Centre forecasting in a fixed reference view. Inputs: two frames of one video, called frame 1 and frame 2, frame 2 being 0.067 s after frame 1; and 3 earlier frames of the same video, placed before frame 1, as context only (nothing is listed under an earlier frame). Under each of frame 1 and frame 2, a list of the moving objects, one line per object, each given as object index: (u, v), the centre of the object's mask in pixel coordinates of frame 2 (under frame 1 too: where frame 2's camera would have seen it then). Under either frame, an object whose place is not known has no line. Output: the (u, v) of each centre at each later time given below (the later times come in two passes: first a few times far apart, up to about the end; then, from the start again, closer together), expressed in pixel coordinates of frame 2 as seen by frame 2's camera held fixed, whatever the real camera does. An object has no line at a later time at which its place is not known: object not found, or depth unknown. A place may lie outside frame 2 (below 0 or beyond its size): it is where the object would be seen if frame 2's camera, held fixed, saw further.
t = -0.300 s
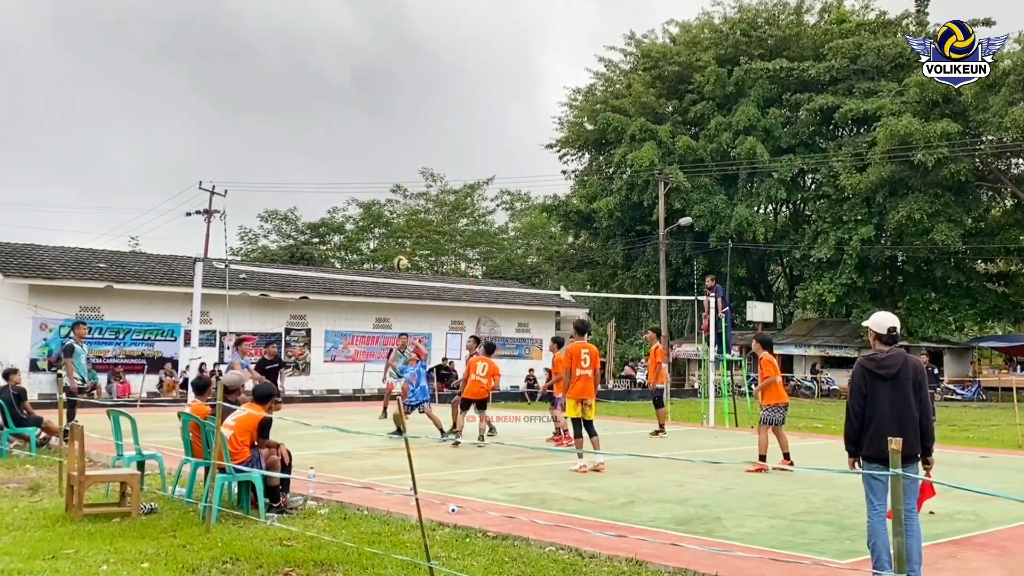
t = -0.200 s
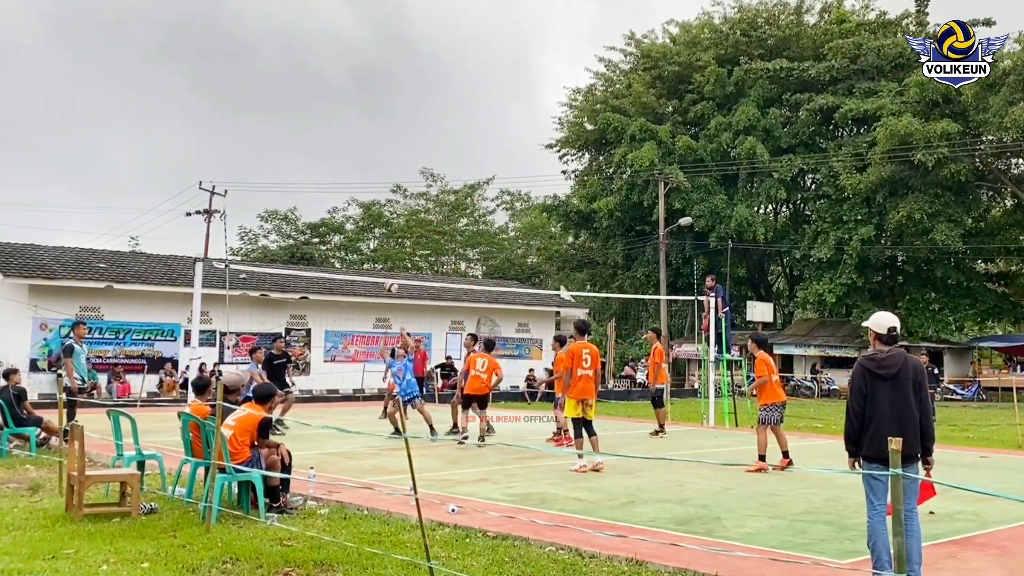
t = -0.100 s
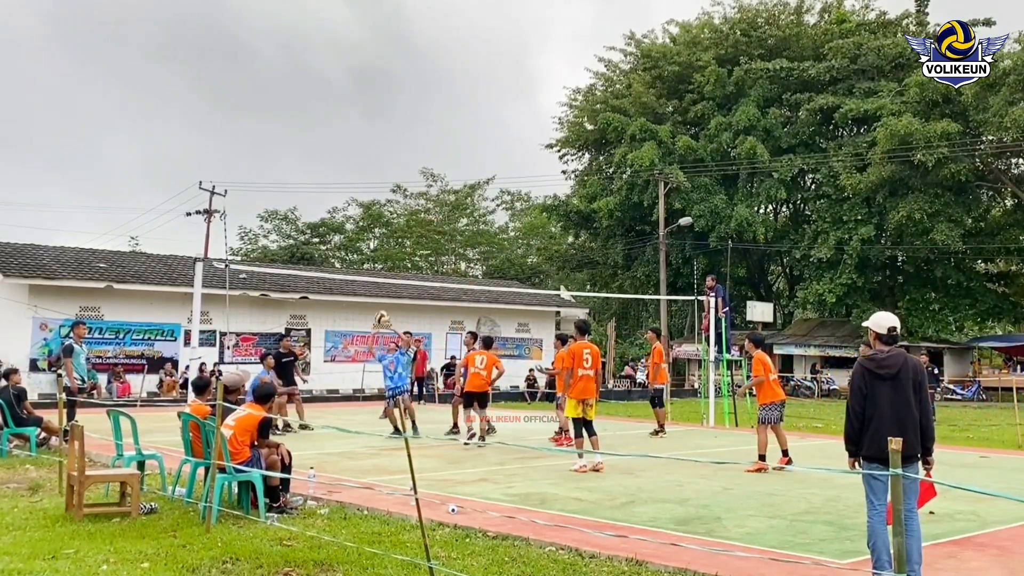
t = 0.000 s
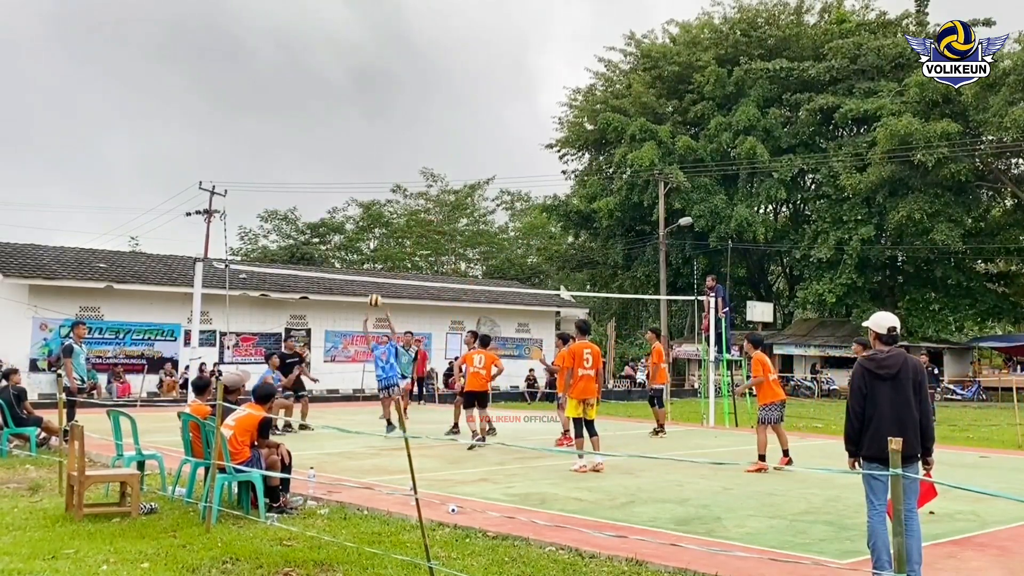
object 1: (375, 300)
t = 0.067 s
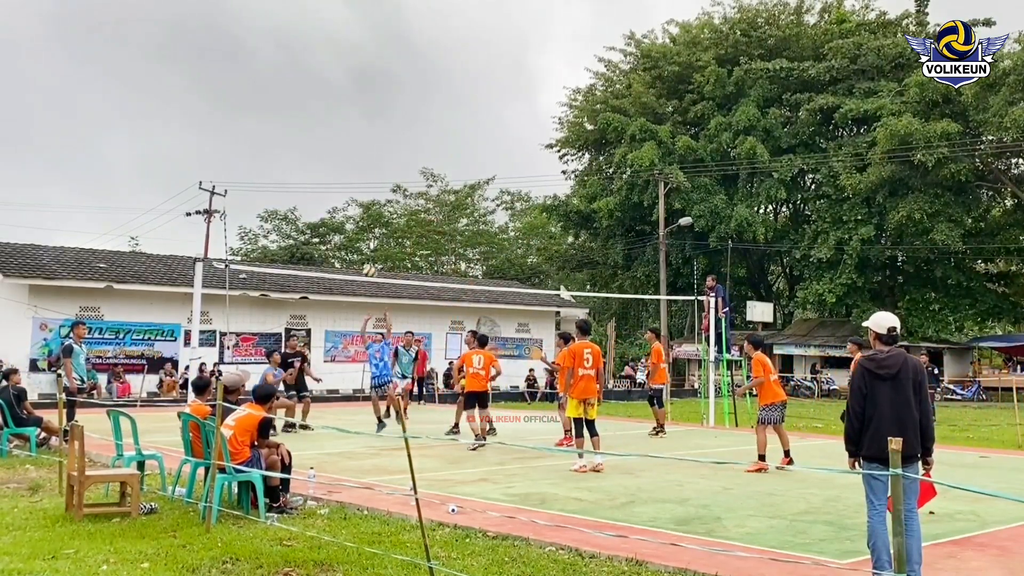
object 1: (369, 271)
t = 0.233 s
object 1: (359, 218)
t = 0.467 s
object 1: (339, 170)
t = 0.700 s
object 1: (321, 156)
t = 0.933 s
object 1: (300, 175)
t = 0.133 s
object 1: (366, 248)
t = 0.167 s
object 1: (363, 237)
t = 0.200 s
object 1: (361, 228)
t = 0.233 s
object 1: (359, 218)
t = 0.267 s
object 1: (357, 209)
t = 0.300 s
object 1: (353, 201)
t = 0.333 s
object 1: (351, 195)
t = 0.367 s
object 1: (347, 186)
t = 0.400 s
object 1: (345, 181)
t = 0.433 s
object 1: (343, 175)
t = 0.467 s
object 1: (339, 170)
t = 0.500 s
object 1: (335, 164)
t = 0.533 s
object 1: (334, 163)
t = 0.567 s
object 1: (331, 160)
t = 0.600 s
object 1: (329, 158)
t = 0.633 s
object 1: (326, 157)
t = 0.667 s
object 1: (324, 156)
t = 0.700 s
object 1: (321, 156)
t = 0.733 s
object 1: (318, 157)
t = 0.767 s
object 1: (315, 158)
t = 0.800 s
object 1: (312, 160)
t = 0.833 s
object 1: (310, 163)
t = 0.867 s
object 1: (306, 167)
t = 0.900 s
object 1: (303, 171)
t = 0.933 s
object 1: (300, 175)
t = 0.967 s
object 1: (297, 181)
